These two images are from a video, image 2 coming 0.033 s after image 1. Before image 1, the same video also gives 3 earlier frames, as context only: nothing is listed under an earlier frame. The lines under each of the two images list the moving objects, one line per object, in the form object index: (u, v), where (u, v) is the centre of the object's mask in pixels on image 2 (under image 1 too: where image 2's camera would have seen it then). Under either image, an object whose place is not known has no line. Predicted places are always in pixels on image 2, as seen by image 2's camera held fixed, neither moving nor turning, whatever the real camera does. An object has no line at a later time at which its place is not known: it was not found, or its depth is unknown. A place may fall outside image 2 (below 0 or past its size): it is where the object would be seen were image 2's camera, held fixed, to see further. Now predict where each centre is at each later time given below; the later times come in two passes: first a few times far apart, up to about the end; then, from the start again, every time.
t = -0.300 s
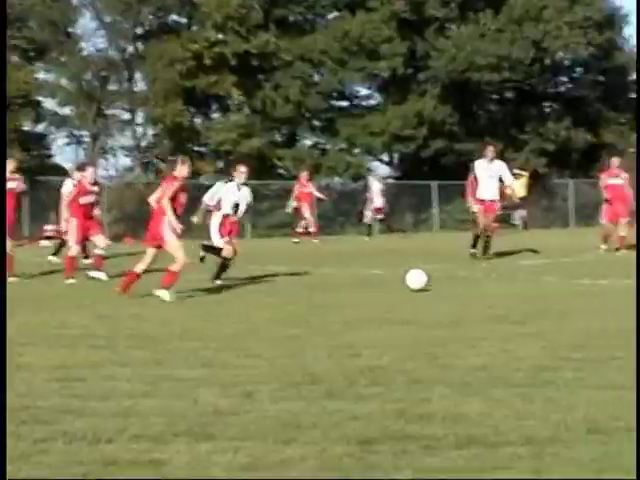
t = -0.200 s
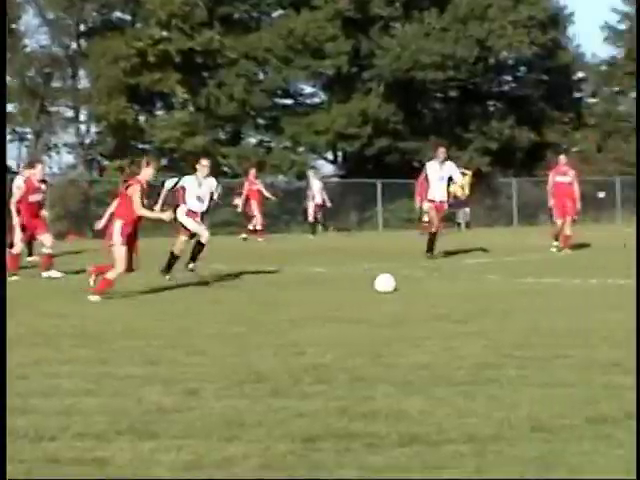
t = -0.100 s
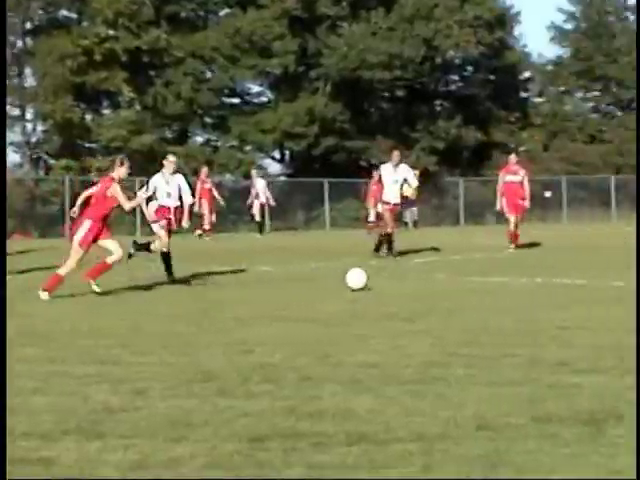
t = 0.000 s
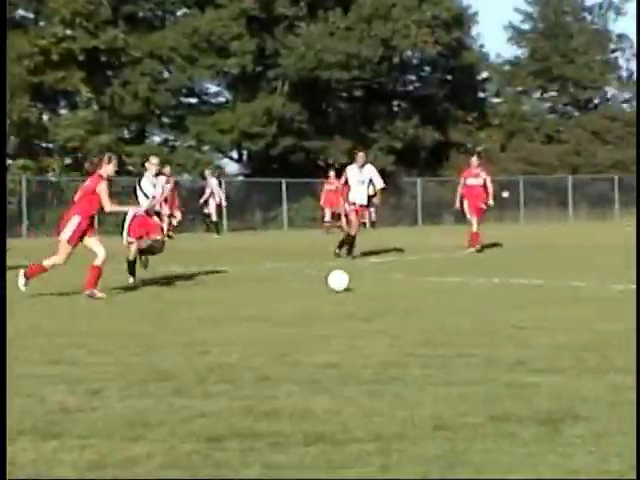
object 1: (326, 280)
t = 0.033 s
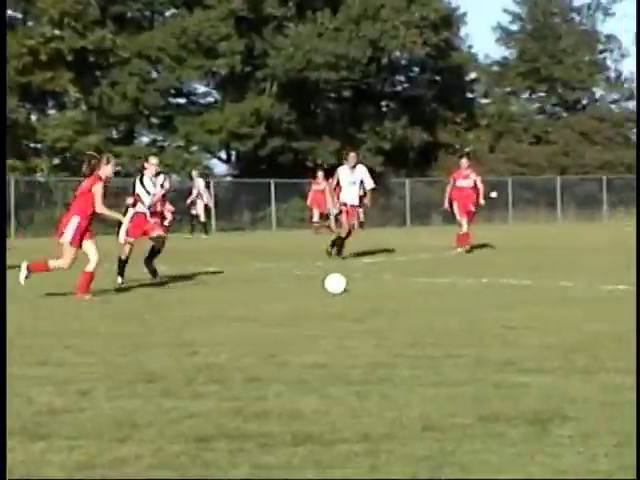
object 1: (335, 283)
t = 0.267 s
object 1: (390, 286)
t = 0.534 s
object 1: (453, 287)
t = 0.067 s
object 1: (343, 285)
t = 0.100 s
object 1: (351, 284)
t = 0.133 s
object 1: (358, 283)
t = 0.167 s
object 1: (366, 282)
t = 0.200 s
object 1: (374, 282)
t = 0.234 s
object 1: (382, 284)
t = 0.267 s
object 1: (390, 286)
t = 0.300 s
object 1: (398, 287)
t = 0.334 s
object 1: (407, 287)
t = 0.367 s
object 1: (414, 286)
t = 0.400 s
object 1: (422, 286)
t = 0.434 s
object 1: (430, 287)
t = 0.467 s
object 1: (438, 288)
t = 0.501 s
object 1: (446, 288)
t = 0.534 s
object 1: (453, 287)
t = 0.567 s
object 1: (461, 287)
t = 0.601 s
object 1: (469, 288)
